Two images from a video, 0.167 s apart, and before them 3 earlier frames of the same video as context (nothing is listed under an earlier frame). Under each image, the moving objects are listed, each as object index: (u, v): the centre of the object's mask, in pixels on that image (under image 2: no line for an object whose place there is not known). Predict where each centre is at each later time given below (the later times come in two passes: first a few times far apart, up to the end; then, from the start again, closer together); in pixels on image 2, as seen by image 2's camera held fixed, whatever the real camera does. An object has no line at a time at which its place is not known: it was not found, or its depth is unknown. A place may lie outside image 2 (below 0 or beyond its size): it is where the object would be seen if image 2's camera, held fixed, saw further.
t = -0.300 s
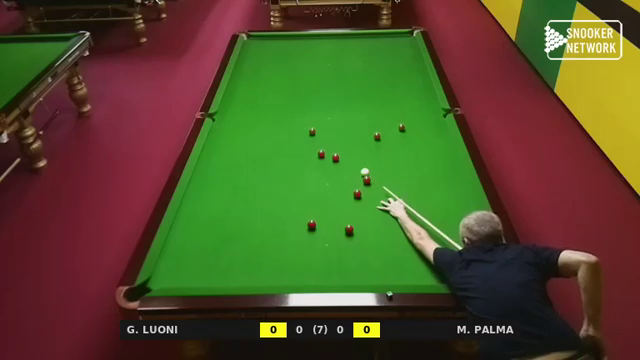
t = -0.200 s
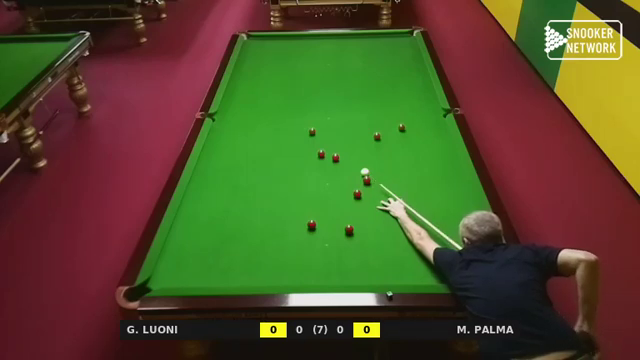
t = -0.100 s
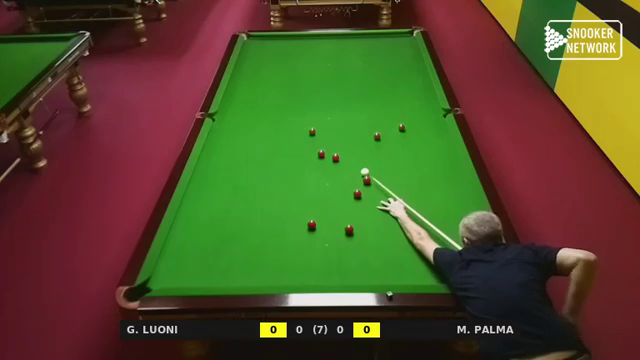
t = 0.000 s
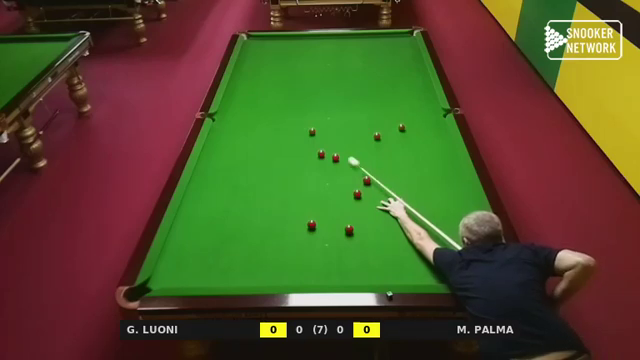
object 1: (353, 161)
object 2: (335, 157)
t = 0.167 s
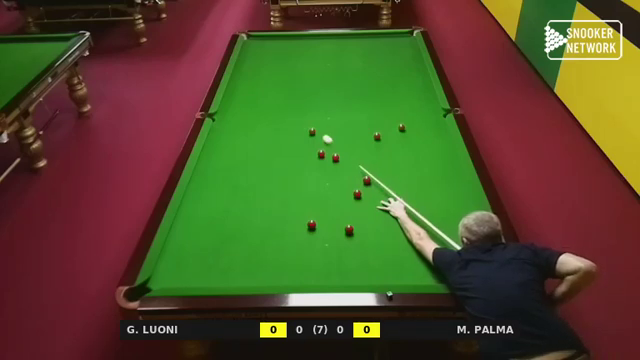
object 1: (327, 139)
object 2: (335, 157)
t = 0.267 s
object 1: (320, 128)
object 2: (335, 157)
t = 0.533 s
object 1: (324, 107)
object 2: (335, 157)
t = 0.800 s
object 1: (325, 88)
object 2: (335, 157)
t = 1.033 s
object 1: (326, 74)
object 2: (335, 157)
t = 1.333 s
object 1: (327, 58)
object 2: (335, 157)
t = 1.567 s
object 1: (328, 47)
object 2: (335, 157)
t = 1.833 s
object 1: (329, 36)
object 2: (335, 157)
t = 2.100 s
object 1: (330, 41)
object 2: (335, 157)
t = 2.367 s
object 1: (330, 49)
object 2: (335, 157)
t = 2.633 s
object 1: (331, 57)
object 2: (335, 157)
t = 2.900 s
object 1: (332, 65)
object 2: (335, 157)
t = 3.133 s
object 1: (333, 72)
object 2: (335, 157)
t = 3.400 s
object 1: (333, 80)
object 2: (335, 157)
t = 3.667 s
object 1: (334, 89)
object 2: (335, 157)
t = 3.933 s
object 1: (335, 98)
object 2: (335, 157)
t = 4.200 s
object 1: (336, 107)
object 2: (335, 157)
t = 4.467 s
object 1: (337, 116)
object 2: (335, 157)
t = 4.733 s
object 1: (338, 125)
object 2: (335, 157)
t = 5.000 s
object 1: (339, 134)
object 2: (335, 157)
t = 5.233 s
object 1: (339, 142)
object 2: (335, 157)
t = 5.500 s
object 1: (340, 151)
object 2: (335, 157)
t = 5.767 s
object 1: (345, 157)
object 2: (332, 159)
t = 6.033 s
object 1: (351, 162)
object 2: (328, 162)
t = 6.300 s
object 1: (356, 166)
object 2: (325, 164)
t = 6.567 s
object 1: (361, 170)
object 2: (323, 165)
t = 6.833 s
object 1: (366, 173)
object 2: (321, 166)
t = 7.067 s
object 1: (370, 174)
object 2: (320, 167)
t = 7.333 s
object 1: (373, 176)
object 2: (320, 167)
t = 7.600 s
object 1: (375, 176)
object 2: (320, 167)
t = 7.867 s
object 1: (376, 176)
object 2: (320, 167)
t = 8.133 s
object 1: (377, 176)
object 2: (320, 167)
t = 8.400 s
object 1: (376, 177)
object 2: (320, 168)
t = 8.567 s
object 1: (376, 176)
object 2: (320, 168)
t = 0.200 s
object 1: (322, 135)
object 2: (335, 157)
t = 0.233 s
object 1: (319, 131)
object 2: (335, 157)
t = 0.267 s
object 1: (320, 128)
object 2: (335, 157)
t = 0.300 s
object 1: (321, 125)
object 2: (335, 157)
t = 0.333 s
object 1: (322, 123)
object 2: (335, 157)
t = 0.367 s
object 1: (323, 120)
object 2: (335, 157)
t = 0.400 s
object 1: (323, 117)
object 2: (335, 157)
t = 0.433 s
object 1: (323, 115)
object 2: (335, 157)
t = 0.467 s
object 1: (324, 112)
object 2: (335, 157)
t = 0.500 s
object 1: (324, 109)
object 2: (335, 157)
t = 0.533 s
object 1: (324, 107)
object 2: (335, 157)
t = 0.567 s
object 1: (324, 104)
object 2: (335, 157)
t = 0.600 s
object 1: (324, 102)
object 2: (335, 157)
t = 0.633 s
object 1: (324, 99)
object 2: (335, 157)
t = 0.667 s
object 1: (325, 97)
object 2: (335, 157)
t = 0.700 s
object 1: (325, 95)
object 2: (335, 157)
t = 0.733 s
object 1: (325, 93)
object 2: (335, 157)
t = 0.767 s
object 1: (325, 90)
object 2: (335, 157)
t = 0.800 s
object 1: (325, 88)
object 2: (335, 157)
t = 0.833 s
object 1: (326, 86)
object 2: (335, 157)
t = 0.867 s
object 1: (326, 84)
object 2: (335, 157)
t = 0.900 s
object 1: (326, 82)
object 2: (335, 157)
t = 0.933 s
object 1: (326, 80)
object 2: (335, 157)
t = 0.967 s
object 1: (326, 78)
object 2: (335, 157)
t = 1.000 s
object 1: (326, 76)
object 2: (335, 157)
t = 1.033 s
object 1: (326, 74)
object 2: (335, 157)
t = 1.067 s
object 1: (326, 72)
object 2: (335, 157)
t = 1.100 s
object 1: (326, 70)
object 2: (335, 157)
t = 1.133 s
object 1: (327, 68)
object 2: (335, 157)
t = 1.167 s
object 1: (327, 66)
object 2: (335, 157)
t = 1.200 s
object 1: (327, 65)
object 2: (335, 157)
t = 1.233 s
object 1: (327, 63)
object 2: (335, 157)
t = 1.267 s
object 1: (327, 61)
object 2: (335, 157)
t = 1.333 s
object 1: (327, 58)
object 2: (335, 157)
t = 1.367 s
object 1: (327, 56)
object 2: (335, 157)
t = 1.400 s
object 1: (328, 55)
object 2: (335, 157)
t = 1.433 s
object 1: (328, 53)
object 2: (335, 157)
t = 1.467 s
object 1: (328, 52)
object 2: (335, 157)
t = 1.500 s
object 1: (327, 50)
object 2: (335, 157)
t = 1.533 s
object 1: (328, 49)
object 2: (335, 157)
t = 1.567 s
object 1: (328, 47)
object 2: (335, 157)
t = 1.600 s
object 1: (328, 46)
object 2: (335, 157)
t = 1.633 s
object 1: (328, 44)
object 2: (335, 157)
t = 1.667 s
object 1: (328, 43)
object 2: (335, 157)
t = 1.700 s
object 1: (328, 42)
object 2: (335, 157)
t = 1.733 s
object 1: (328, 40)
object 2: (335, 157)
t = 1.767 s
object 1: (329, 39)
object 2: (335, 157)
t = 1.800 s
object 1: (329, 38)
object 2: (335, 157)
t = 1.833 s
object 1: (329, 36)
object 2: (335, 157)
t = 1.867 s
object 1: (329, 35)
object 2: (335, 157)
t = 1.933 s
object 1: (329, 35)
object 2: (335, 157)
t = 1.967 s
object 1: (329, 37)
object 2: (335, 157)
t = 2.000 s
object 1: (329, 38)
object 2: (335, 157)
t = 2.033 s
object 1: (329, 39)
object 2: (335, 157)
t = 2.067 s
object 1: (329, 40)
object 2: (335, 157)
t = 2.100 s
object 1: (330, 41)
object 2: (335, 157)
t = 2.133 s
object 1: (330, 42)
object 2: (335, 157)
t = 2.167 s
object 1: (330, 43)
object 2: (335, 157)
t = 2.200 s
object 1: (330, 44)
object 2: (335, 157)
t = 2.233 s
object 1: (330, 45)
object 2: (334, 157)
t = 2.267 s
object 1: (330, 46)
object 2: (336, 156)
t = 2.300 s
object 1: (330, 47)
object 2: (335, 157)
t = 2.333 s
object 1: (330, 48)
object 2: (335, 157)
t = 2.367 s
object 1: (330, 49)
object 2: (335, 157)
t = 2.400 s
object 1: (330, 50)
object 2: (335, 157)
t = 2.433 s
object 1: (330, 51)
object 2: (335, 157)
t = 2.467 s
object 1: (331, 52)
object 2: (335, 157)
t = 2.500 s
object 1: (331, 53)
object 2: (335, 157)
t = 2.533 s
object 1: (331, 54)
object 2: (335, 157)
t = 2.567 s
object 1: (331, 55)
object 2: (335, 157)
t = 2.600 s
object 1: (331, 56)
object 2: (335, 157)
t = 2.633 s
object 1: (331, 57)
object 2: (335, 157)
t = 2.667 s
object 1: (331, 58)
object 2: (335, 157)
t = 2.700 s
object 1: (331, 59)
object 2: (335, 157)
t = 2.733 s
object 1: (331, 60)
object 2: (335, 157)
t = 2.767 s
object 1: (331, 61)
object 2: (335, 157)
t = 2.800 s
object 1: (332, 62)
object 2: (335, 157)
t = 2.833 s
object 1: (332, 63)
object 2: (335, 157)
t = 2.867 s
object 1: (332, 64)
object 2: (335, 157)
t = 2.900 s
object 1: (332, 65)
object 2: (335, 157)
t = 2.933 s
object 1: (332, 66)
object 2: (335, 157)
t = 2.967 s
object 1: (332, 67)
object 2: (335, 157)
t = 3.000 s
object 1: (332, 68)
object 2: (335, 157)
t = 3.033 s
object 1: (332, 69)
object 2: (335, 157)
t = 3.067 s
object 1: (332, 70)
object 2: (335, 157)
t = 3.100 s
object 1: (332, 71)
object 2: (335, 157)
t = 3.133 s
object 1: (333, 72)
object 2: (335, 157)
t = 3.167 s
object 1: (333, 73)
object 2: (335, 157)
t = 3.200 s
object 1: (333, 74)
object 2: (335, 157)
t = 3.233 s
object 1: (333, 75)
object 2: (335, 157)
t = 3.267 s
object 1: (333, 76)
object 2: (335, 157)
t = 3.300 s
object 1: (333, 77)
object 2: (335, 157)
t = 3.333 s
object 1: (333, 78)
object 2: (335, 157)
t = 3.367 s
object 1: (333, 79)
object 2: (335, 157)
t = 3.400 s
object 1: (333, 80)
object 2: (335, 157)
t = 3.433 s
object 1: (334, 82)
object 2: (335, 157)
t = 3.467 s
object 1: (334, 83)
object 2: (335, 157)
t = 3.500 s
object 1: (334, 84)
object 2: (335, 157)
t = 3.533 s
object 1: (334, 85)
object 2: (335, 157)
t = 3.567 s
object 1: (334, 86)
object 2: (335, 157)
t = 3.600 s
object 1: (334, 87)
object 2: (335, 157)
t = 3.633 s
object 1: (334, 88)
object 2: (335, 157)
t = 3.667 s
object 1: (334, 89)
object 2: (335, 157)
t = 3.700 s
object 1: (334, 90)
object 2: (335, 157)
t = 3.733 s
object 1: (334, 92)
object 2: (335, 157)
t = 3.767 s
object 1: (335, 93)
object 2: (335, 157)
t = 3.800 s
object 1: (335, 93)
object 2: (335, 157)
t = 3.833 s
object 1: (335, 95)
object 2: (335, 157)
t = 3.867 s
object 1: (335, 96)
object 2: (335, 157)
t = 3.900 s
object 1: (335, 97)
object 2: (335, 157)
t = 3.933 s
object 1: (335, 98)
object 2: (335, 157)
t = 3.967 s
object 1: (335, 99)
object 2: (335, 157)
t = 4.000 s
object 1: (335, 100)
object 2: (335, 157)
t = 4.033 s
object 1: (336, 101)
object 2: (335, 157)
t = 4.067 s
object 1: (336, 102)
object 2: (335, 157)
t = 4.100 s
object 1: (336, 103)
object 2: (335, 157)
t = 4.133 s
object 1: (336, 104)
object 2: (335, 157)
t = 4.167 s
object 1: (336, 106)
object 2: (335, 157)
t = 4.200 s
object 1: (336, 107)
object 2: (335, 157)
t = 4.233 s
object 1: (336, 108)
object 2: (335, 157)
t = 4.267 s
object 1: (336, 109)
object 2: (335, 157)
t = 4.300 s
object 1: (336, 110)
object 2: (335, 157)
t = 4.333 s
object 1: (336, 111)
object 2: (335, 157)
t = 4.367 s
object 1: (337, 112)
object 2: (335, 157)
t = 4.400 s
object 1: (336, 114)
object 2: (335, 157)
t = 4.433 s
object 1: (337, 115)
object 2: (335, 157)
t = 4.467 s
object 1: (337, 116)
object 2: (335, 157)
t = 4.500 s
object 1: (337, 117)
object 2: (335, 157)
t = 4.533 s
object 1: (337, 118)
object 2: (335, 157)
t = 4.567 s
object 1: (337, 119)
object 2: (335, 157)
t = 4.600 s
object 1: (337, 121)
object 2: (335, 157)
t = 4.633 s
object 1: (337, 122)
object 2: (335, 157)
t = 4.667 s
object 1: (338, 123)
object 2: (335, 157)
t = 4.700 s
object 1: (338, 124)
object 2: (335, 157)
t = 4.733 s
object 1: (338, 125)
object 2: (335, 157)
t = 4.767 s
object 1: (338, 126)
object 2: (335, 157)
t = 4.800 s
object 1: (338, 127)
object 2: (335, 157)
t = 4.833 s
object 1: (338, 128)
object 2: (335, 157)
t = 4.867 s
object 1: (338, 130)
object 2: (335, 157)
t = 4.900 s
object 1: (338, 131)
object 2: (335, 157)
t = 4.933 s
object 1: (338, 132)
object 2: (335, 157)
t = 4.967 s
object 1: (338, 133)
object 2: (335, 157)
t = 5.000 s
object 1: (339, 134)
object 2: (335, 157)
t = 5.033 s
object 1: (339, 135)
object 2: (335, 157)
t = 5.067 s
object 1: (339, 136)
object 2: (335, 157)
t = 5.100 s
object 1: (339, 137)
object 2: (335, 157)
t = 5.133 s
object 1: (339, 139)
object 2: (335, 157)
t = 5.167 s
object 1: (339, 140)
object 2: (335, 157)
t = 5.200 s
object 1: (339, 141)
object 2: (335, 157)
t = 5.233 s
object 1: (339, 142)
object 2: (335, 157)
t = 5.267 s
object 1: (339, 143)
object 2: (335, 157)
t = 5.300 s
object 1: (339, 144)
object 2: (335, 157)
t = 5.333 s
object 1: (339, 145)
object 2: (335, 157)
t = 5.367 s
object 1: (340, 146)
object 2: (335, 157)
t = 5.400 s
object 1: (340, 148)
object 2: (335, 157)
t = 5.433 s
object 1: (340, 149)
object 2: (335, 157)
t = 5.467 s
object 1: (340, 150)
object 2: (335, 157)
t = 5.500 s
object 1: (340, 151)
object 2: (335, 157)
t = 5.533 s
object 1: (340, 152)
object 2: (335, 157)
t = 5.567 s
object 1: (340, 153)
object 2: (335, 157)
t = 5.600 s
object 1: (341, 154)
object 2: (335, 158)
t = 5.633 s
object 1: (342, 154)
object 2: (334, 158)
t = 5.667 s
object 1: (343, 155)
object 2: (333, 158)
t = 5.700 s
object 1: (343, 156)
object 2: (333, 158)
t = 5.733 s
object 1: (344, 156)
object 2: (332, 158)
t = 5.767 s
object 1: (345, 157)
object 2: (332, 159)
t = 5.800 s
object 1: (346, 158)
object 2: (331, 160)
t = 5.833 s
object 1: (346, 158)
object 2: (331, 160)
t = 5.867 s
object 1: (347, 159)
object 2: (331, 160)
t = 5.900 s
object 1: (348, 159)
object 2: (330, 161)
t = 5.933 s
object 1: (349, 160)
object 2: (330, 161)
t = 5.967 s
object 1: (349, 160)
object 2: (329, 161)
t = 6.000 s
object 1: (350, 161)
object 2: (329, 161)
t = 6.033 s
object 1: (351, 162)
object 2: (328, 162)
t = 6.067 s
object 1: (352, 162)
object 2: (328, 162)
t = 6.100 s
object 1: (352, 163)
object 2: (327, 162)
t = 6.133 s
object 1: (353, 163)
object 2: (327, 163)
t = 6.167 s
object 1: (353, 164)
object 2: (327, 163)
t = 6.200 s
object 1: (354, 164)
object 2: (326, 163)
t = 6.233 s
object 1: (355, 165)
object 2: (326, 164)
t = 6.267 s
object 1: (356, 165)
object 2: (326, 164)
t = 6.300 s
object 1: (356, 166)
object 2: (325, 164)
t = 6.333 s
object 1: (357, 167)
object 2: (325, 164)
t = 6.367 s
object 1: (358, 167)
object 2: (324, 164)
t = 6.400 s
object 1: (358, 168)
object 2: (324, 165)
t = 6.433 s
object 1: (359, 168)
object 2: (324, 165)
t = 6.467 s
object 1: (360, 169)
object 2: (323, 165)
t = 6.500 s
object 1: (360, 169)
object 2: (323, 165)
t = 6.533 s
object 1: (361, 169)
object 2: (323, 165)
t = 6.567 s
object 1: (361, 170)
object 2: (323, 165)
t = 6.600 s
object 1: (362, 170)
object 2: (322, 166)
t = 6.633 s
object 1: (362, 171)
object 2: (322, 166)
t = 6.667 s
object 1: (363, 171)
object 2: (322, 166)
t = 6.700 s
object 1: (364, 171)
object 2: (322, 166)
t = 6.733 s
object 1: (364, 171)
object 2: (322, 166)
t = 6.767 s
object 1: (364, 172)
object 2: (322, 166)
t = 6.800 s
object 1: (365, 172)
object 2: (321, 167)
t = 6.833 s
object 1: (366, 173)
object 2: (321, 166)
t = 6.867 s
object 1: (366, 173)
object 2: (321, 167)
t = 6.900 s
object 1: (367, 173)
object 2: (320, 167)
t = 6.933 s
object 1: (367, 173)
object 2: (320, 167)
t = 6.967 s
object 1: (368, 174)
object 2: (320, 167)
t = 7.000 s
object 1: (369, 174)
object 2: (320, 167)
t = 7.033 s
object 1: (369, 174)
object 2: (320, 167)
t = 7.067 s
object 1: (370, 174)
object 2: (320, 167)
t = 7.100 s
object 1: (370, 174)
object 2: (320, 167)
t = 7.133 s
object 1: (370, 175)
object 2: (320, 167)
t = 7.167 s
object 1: (371, 175)
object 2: (320, 167)
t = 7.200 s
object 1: (371, 175)
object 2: (320, 167)
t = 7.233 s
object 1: (372, 175)
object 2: (320, 167)
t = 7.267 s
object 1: (372, 175)
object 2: (320, 167)
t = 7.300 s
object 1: (372, 175)
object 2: (320, 167)
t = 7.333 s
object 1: (373, 176)
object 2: (320, 167)
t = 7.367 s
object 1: (373, 176)
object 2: (320, 167)
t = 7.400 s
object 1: (374, 176)
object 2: (320, 167)
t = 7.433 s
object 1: (374, 176)
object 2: (320, 167)
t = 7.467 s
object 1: (374, 176)
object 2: (320, 167)
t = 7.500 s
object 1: (374, 176)
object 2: (320, 167)
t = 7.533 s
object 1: (375, 176)
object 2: (320, 167)
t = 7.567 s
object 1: (375, 176)
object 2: (320, 167)
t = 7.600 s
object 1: (375, 176)
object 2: (320, 167)
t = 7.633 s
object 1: (375, 176)
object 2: (320, 167)
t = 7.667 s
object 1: (376, 176)
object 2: (320, 167)
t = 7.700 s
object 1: (376, 176)
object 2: (320, 167)
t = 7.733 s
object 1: (376, 176)
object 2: (320, 167)
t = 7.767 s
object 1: (376, 176)
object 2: (320, 167)
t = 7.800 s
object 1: (376, 176)
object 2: (320, 167)
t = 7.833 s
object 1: (376, 176)
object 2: (320, 167)
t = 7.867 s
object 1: (376, 176)
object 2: (320, 167)
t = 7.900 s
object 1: (376, 176)
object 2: (320, 168)
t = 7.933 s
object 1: (377, 176)
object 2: (320, 167)
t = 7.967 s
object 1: (377, 176)
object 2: (320, 167)
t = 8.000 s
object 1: (377, 176)
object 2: (320, 167)
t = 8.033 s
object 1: (377, 176)
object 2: (320, 167)
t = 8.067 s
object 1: (377, 176)
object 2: (320, 167)
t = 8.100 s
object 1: (377, 176)
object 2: (320, 167)
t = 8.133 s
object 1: (377, 176)
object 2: (320, 167)
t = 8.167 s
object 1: (377, 176)
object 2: (320, 167)
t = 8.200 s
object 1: (377, 176)
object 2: (320, 168)
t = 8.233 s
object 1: (376, 177)
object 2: (320, 168)
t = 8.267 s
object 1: (377, 177)
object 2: (320, 168)
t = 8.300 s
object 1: (376, 177)
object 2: (320, 168)
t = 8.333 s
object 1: (376, 177)
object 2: (320, 168)
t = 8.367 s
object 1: (377, 177)
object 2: (320, 168)
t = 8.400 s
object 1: (376, 177)
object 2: (320, 168)
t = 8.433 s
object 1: (376, 176)
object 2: (320, 168)
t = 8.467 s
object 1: (376, 176)
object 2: (320, 168)
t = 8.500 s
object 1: (376, 176)
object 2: (320, 168)
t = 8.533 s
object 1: (376, 176)
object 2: (320, 168)
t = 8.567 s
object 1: (376, 176)
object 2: (320, 168)
